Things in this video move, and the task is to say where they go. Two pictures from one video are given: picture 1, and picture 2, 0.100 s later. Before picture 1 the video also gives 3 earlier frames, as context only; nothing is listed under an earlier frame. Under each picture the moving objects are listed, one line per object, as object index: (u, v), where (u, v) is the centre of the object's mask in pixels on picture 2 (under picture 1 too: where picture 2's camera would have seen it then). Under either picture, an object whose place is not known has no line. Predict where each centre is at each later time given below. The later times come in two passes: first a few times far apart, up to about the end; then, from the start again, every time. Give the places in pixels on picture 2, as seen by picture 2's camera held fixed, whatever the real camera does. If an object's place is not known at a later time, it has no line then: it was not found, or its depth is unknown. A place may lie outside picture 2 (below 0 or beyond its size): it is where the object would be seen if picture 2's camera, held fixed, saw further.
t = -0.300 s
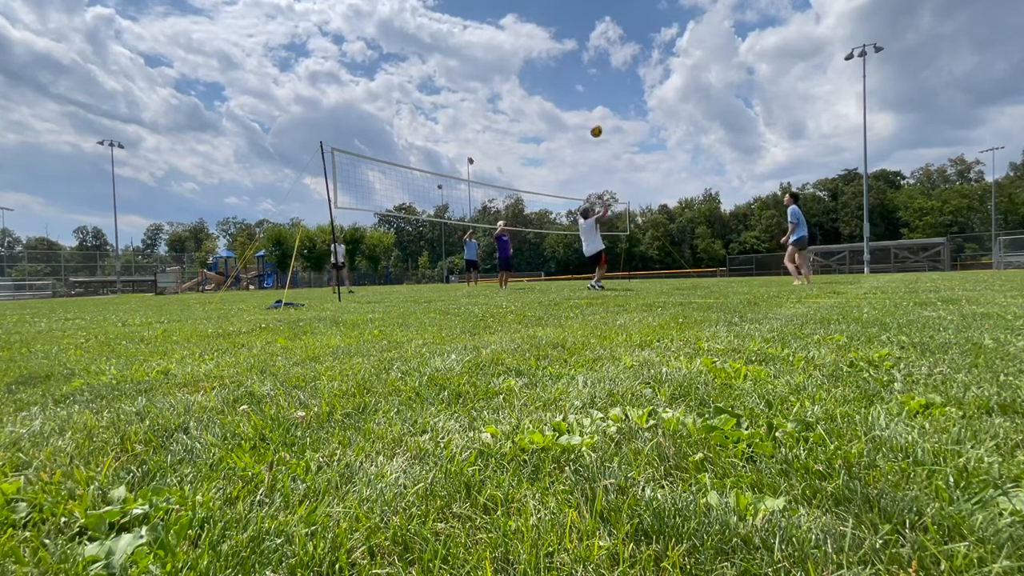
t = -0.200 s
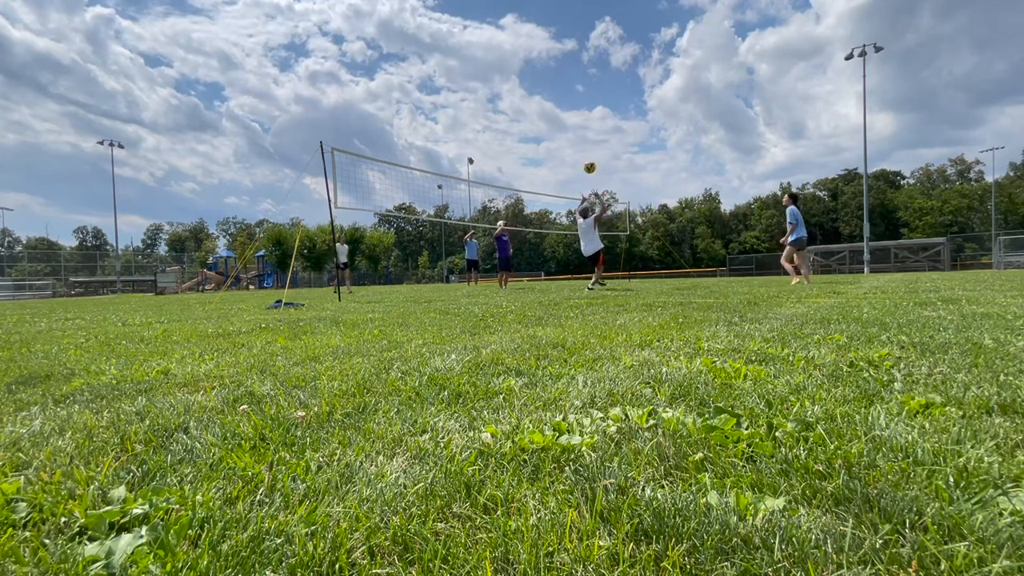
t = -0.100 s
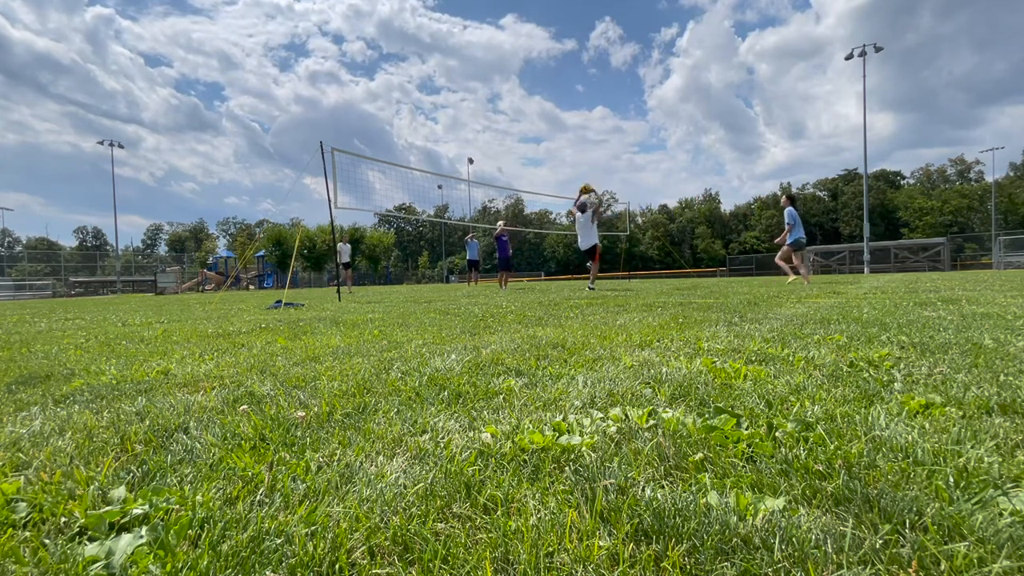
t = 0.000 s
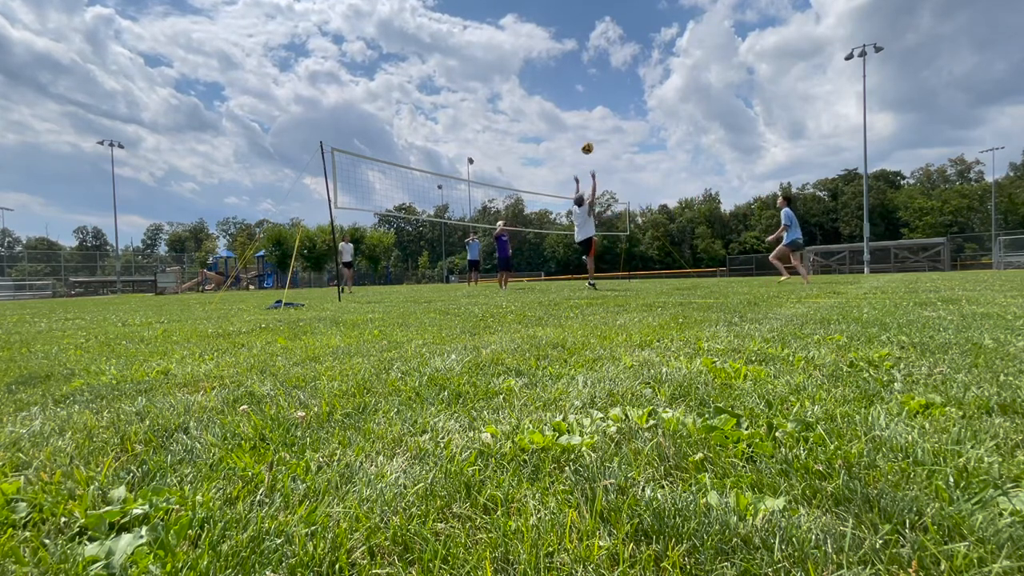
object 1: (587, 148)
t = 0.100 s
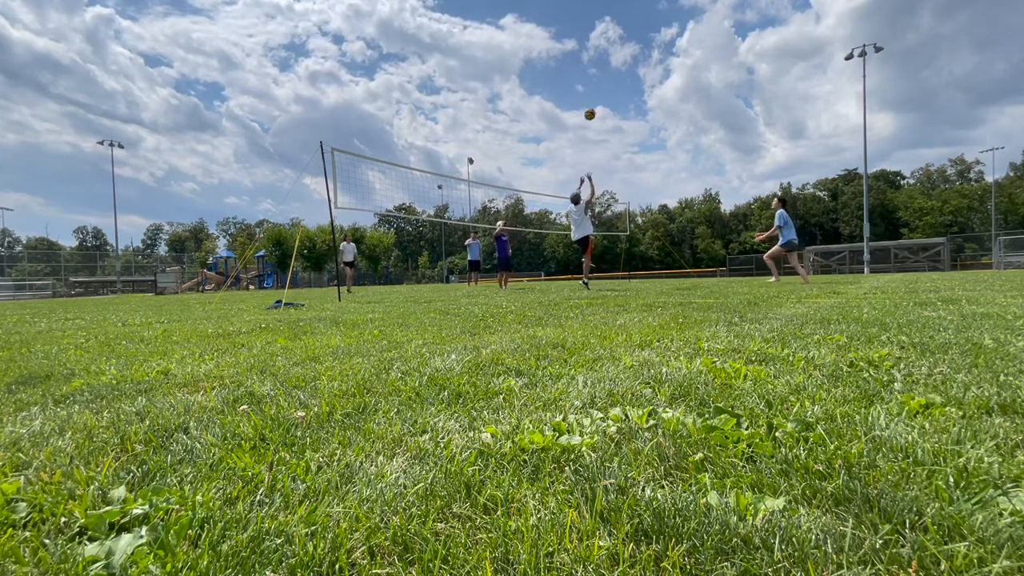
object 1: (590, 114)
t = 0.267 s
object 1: (595, 72)
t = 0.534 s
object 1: (604, 41)
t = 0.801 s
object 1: (614, 45)
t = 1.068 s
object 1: (624, 82)
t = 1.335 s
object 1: (634, 145)
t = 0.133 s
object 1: (591, 104)
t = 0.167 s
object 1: (592, 95)
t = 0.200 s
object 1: (593, 87)
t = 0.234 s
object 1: (594, 79)
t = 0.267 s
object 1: (595, 72)
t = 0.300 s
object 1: (596, 66)
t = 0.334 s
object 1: (597, 61)
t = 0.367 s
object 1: (599, 56)
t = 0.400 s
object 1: (600, 51)
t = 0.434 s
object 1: (601, 48)
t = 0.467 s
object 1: (602, 45)
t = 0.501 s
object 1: (603, 42)
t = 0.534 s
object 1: (604, 41)
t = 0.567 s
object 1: (606, 39)
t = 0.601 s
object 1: (607, 39)
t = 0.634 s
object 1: (608, 38)
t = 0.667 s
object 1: (609, 38)
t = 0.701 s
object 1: (610, 39)
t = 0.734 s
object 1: (611, 41)
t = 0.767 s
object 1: (613, 43)
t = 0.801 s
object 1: (614, 45)
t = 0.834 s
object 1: (615, 48)
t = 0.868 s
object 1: (616, 52)
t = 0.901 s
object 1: (618, 56)
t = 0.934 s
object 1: (619, 60)
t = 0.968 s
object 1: (620, 65)
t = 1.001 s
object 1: (622, 70)
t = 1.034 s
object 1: (623, 76)
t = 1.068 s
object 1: (624, 82)
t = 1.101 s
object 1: (625, 88)
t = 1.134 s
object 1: (627, 95)
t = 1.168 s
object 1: (628, 103)
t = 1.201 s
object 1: (629, 111)
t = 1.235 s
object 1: (630, 119)
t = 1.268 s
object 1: (631, 127)
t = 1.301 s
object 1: (633, 136)
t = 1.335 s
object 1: (634, 145)
